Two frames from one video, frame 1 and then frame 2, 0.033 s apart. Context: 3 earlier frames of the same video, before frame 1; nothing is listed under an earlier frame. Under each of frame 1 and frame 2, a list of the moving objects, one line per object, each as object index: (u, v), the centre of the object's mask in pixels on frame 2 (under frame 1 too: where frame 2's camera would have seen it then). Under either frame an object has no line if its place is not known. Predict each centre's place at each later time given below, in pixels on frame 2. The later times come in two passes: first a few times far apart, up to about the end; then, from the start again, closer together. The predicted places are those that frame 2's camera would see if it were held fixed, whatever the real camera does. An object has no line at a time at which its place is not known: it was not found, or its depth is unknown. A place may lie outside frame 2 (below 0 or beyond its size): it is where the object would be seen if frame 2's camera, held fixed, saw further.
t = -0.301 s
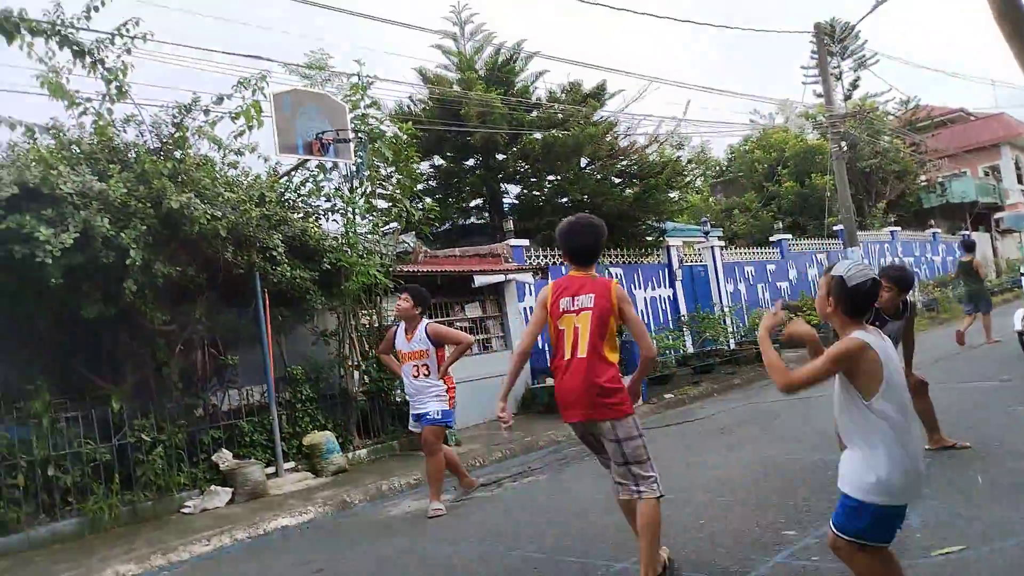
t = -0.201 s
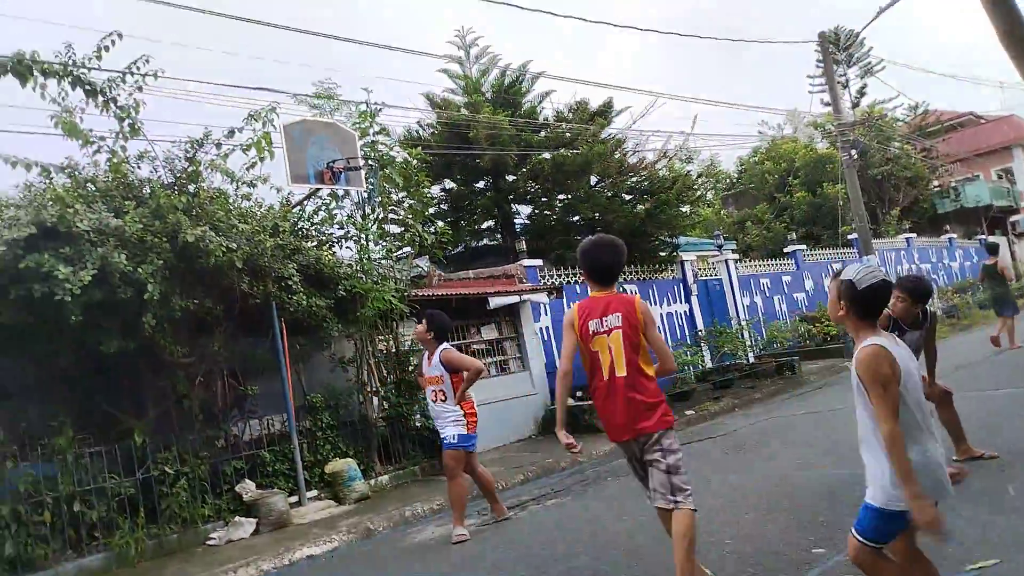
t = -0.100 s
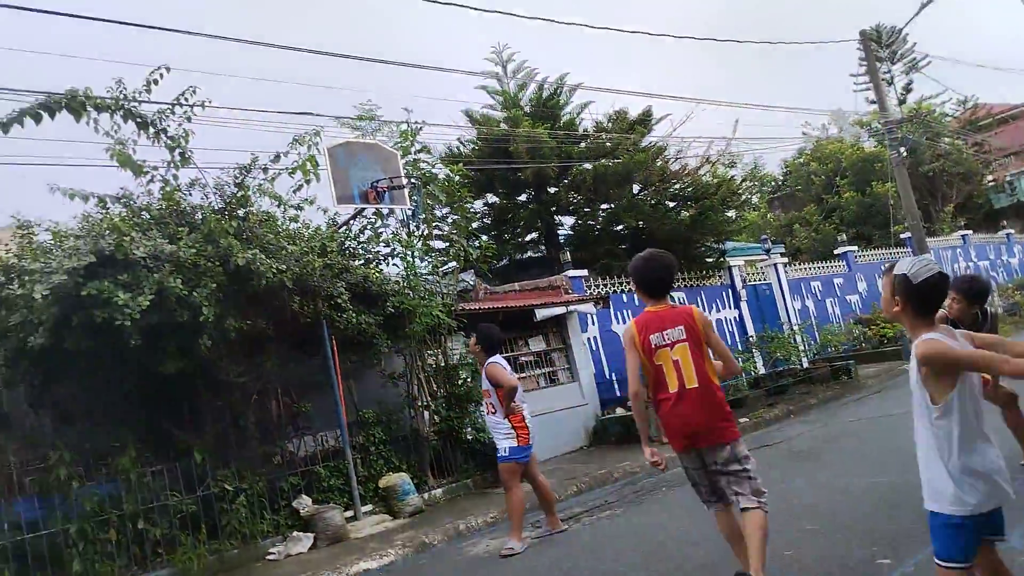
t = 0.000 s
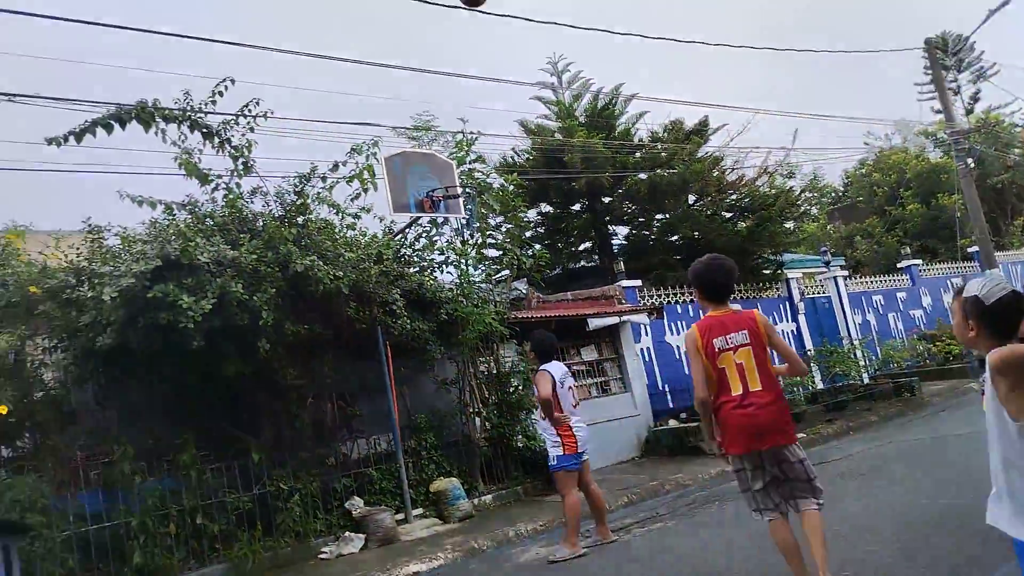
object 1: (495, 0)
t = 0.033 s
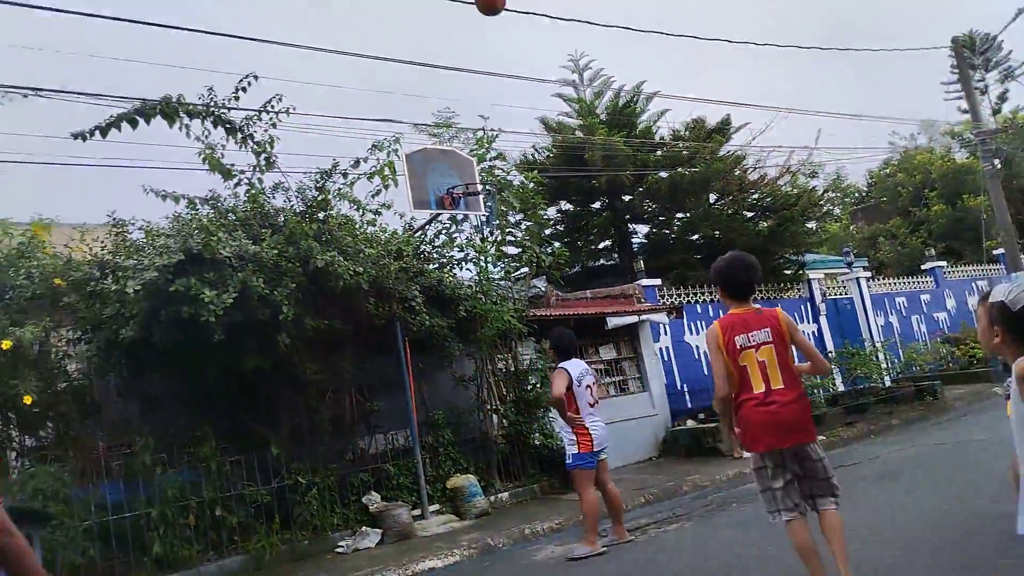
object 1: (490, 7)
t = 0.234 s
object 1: (478, 87)
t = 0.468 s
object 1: (487, 209)
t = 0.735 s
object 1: (535, 250)
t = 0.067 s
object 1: (486, 14)
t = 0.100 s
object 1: (484, 28)
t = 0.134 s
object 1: (484, 44)
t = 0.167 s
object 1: (483, 58)
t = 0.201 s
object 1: (481, 71)
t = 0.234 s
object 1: (478, 87)
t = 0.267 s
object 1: (475, 106)
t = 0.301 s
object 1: (471, 125)
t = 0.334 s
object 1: (472, 143)
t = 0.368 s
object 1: (472, 163)
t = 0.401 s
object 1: (470, 184)
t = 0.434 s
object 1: (474, 197)
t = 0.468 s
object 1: (487, 209)
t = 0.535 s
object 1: (502, 227)
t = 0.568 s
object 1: (507, 228)
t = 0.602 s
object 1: (512, 230)
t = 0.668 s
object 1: (524, 236)
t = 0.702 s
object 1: (529, 242)
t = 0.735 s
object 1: (535, 250)
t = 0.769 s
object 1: (542, 259)
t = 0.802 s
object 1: (550, 269)
